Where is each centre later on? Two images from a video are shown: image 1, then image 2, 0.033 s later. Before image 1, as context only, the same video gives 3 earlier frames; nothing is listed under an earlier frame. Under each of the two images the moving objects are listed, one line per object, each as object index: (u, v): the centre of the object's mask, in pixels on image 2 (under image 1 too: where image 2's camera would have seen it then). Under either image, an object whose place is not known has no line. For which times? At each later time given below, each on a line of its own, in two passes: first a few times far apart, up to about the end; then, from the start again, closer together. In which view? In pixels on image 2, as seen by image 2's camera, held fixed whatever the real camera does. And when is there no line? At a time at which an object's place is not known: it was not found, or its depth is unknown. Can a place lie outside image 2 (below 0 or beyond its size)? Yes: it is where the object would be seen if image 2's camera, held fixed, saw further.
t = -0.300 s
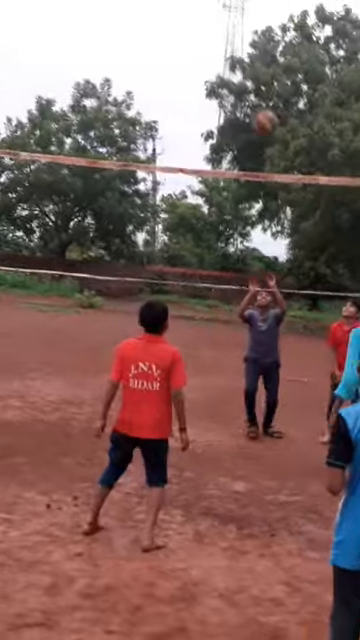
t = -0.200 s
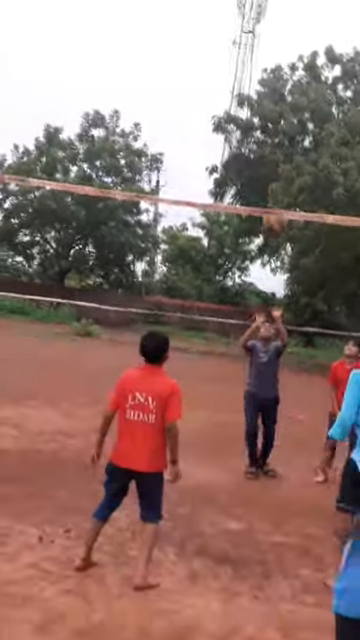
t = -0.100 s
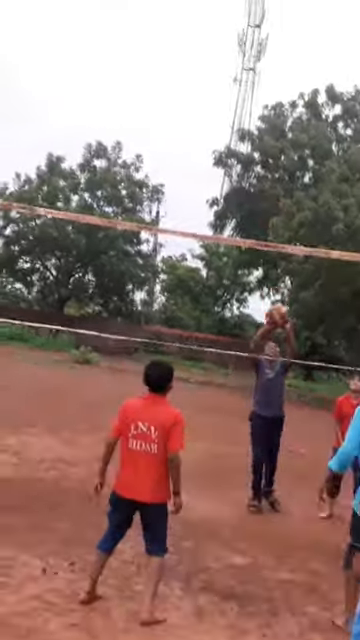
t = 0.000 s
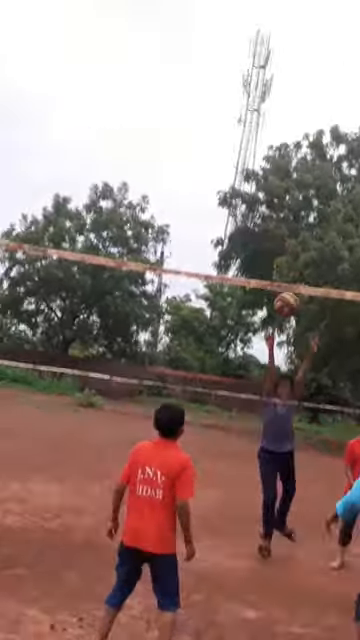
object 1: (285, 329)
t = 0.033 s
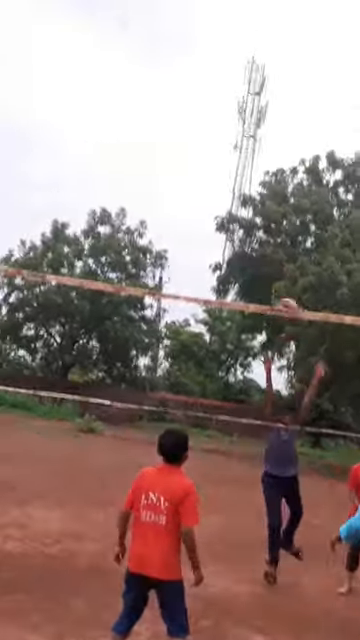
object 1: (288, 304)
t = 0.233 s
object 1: (285, 222)
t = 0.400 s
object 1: (281, 180)
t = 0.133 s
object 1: (286, 261)
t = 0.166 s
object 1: (288, 242)
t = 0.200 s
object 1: (286, 234)
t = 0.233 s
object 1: (285, 222)
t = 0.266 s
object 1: (284, 211)
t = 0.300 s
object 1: (284, 202)
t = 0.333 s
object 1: (286, 195)
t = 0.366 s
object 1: (282, 188)
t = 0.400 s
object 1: (281, 180)
